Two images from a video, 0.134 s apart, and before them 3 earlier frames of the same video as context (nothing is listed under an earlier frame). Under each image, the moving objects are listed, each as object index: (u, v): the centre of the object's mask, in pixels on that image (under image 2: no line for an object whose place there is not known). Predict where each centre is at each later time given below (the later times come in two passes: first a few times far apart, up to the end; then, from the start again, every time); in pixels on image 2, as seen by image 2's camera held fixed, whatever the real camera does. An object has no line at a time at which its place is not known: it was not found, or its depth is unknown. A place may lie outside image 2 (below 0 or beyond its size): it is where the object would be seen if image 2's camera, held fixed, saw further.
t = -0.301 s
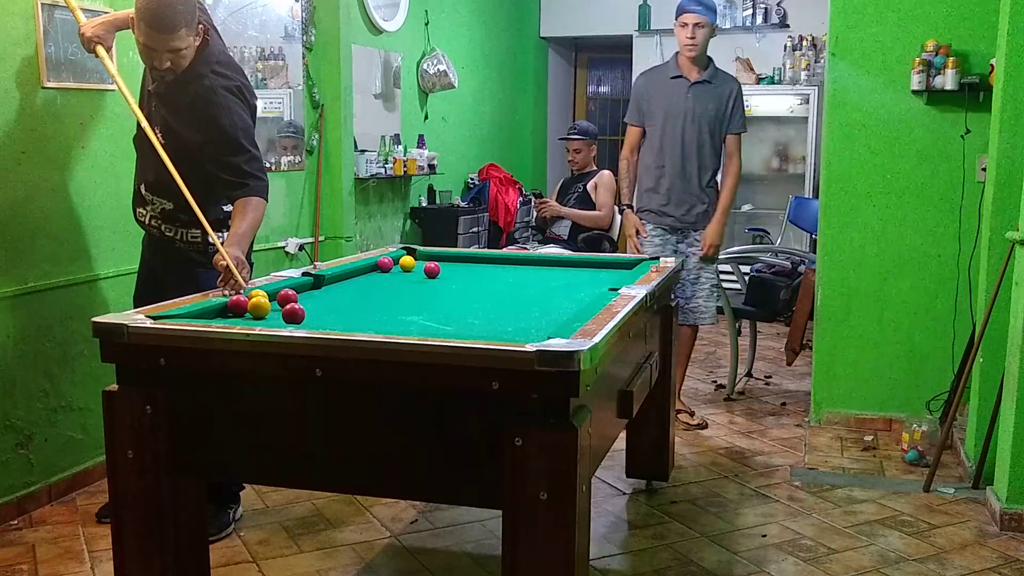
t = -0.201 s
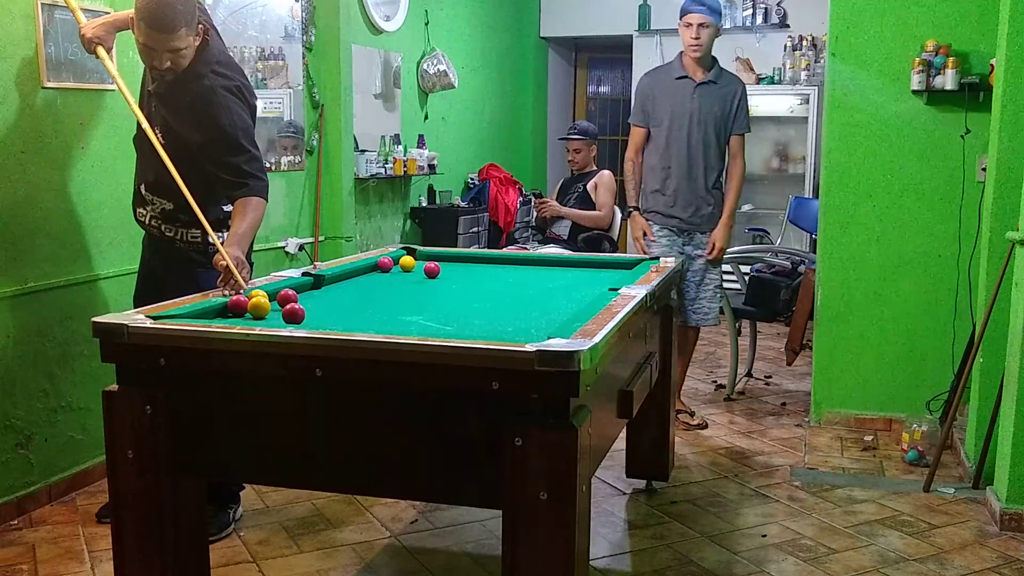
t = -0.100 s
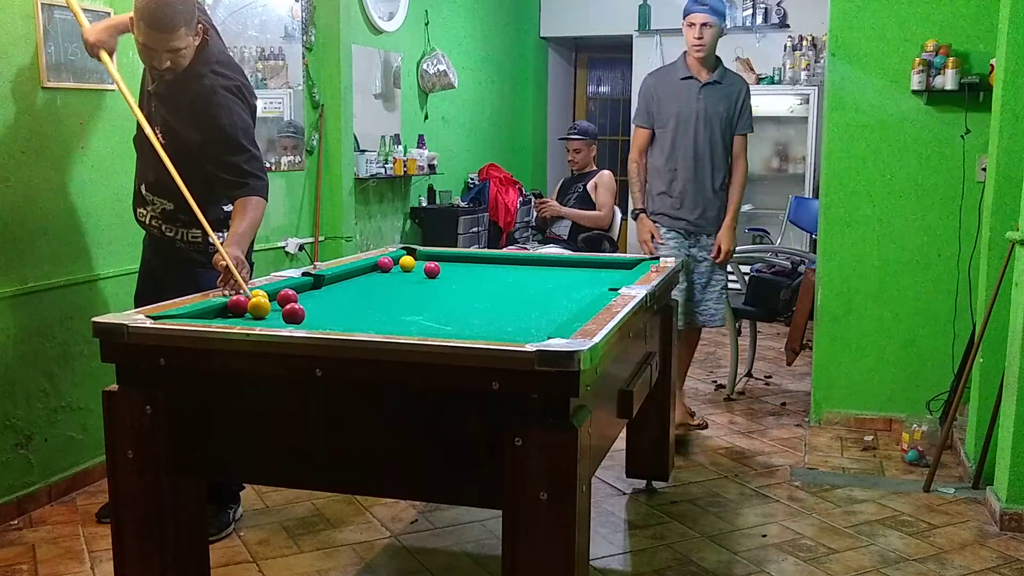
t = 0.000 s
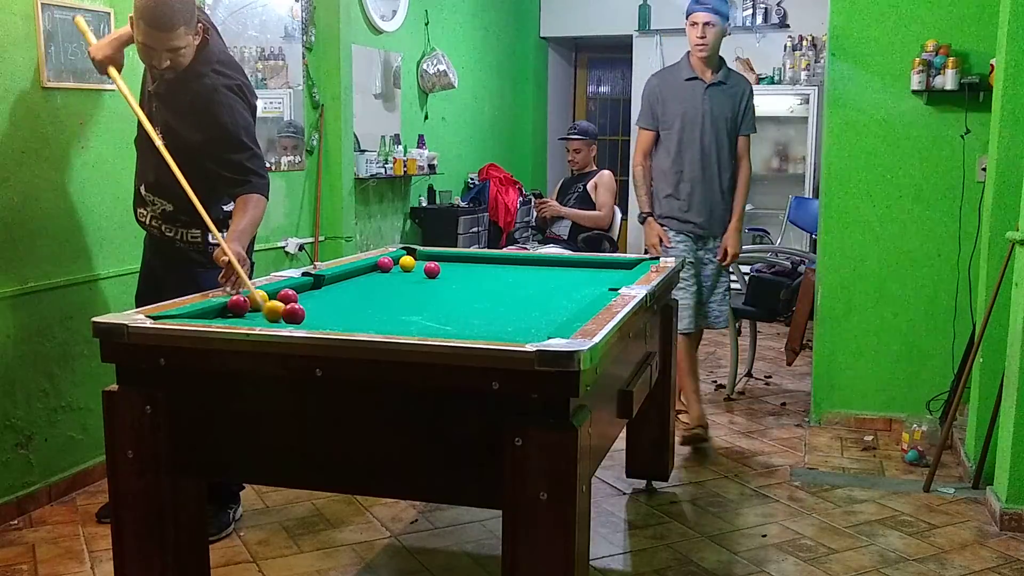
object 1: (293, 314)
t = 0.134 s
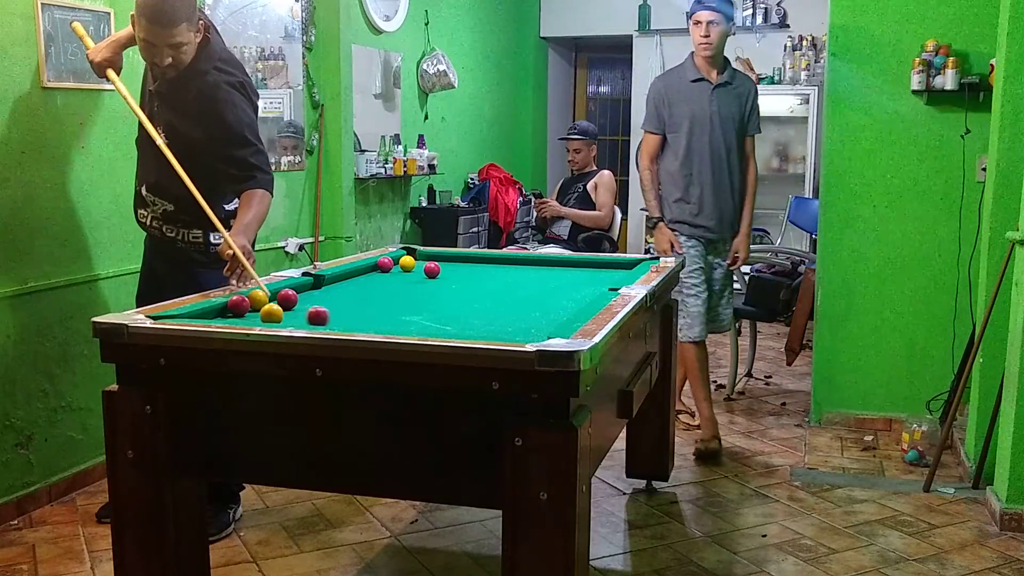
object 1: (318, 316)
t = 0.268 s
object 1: (341, 318)
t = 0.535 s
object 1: (387, 322)
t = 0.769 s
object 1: (427, 326)
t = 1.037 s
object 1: (473, 330)
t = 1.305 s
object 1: (517, 333)
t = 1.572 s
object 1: (516, 334)
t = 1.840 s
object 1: (500, 332)
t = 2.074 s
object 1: (489, 331)
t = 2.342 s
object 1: (480, 330)
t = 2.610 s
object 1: (473, 329)
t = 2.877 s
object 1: (466, 329)
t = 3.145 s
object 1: (463, 328)
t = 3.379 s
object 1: (463, 328)
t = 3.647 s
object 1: (463, 328)
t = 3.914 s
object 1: (464, 328)
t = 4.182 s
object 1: (464, 328)
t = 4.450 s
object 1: (464, 328)
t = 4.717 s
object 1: (464, 328)
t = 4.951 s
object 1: (464, 328)
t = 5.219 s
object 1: (464, 328)
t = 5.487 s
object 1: (464, 328)
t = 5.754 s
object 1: (464, 328)
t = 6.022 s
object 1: (464, 328)
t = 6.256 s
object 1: (464, 328)
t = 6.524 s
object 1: (464, 328)
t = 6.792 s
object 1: (464, 328)
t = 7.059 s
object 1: (464, 328)
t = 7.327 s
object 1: (464, 328)
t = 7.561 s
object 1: (464, 328)
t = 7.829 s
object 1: (464, 328)
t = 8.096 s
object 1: (464, 328)
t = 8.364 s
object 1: (464, 328)
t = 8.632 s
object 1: (464, 328)
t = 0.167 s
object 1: (324, 317)
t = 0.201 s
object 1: (329, 317)
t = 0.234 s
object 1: (335, 318)
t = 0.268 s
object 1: (341, 318)
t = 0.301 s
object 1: (347, 319)
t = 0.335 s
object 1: (353, 319)
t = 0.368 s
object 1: (358, 320)
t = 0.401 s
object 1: (364, 320)
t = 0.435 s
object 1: (370, 321)
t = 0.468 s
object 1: (375, 321)
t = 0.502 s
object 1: (381, 322)
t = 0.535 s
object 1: (387, 322)
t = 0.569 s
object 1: (393, 323)
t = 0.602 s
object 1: (398, 324)
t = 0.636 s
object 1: (404, 324)
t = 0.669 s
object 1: (410, 325)
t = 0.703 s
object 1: (416, 325)
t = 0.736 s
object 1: (421, 326)
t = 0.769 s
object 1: (427, 326)
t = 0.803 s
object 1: (433, 327)
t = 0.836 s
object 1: (439, 327)
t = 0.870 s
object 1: (444, 328)
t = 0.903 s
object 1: (450, 328)
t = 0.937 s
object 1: (456, 329)
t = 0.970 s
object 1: (461, 329)
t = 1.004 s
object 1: (467, 330)
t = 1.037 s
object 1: (473, 330)
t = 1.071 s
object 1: (478, 331)
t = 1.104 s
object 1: (484, 331)
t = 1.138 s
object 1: (490, 331)
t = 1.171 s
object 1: (495, 332)
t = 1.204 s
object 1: (500, 332)
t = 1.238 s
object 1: (506, 333)
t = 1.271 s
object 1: (512, 333)
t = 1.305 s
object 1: (517, 333)
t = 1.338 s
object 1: (522, 334)
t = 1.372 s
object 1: (527, 335)
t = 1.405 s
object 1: (533, 335)
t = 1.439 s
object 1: (530, 335)
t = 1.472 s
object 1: (527, 335)
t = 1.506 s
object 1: (523, 335)
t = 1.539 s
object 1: (519, 334)
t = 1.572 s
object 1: (516, 334)
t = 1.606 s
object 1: (512, 334)
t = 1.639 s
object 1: (510, 333)
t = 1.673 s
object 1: (509, 333)
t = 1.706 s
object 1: (507, 333)
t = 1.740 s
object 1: (505, 333)
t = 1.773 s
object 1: (503, 332)
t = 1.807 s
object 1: (502, 332)
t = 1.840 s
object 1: (500, 332)
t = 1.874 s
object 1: (499, 332)
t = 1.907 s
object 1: (497, 332)
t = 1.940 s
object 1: (495, 331)
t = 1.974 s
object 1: (494, 331)
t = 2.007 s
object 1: (492, 331)
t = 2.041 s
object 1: (491, 331)
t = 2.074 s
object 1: (489, 331)
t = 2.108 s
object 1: (488, 331)
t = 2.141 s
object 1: (486, 331)
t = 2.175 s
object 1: (485, 331)
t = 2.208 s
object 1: (484, 330)
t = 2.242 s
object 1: (483, 330)
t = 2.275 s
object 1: (482, 330)
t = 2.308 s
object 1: (481, 330)
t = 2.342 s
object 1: (480, 330)
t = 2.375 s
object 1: (479, 330)
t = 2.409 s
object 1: (478, 330)
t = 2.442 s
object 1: (477, 329)
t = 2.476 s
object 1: (476, 329)
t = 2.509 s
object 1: (475, 329)
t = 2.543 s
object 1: (474, 329)
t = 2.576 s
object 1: (474, 329)
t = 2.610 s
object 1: (473, 329)
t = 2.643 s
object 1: (472, 329)
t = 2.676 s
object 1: (471, 329)
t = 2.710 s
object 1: (470, 329)
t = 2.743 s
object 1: (469, 329)
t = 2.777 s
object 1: (468, 329)
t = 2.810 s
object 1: (468, 329)
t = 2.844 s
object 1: (467, 329)
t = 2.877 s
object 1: (466, 329)
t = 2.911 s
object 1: (466, 328)
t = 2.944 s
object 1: (465, 328)
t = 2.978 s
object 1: (465, 328)
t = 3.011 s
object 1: (464, 328)
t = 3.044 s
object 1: (464, 328)
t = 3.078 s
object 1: (464, 328)
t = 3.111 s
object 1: (463, 328)
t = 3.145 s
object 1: (463, 328)
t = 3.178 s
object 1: (463, 328)
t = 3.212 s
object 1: (463, 328)
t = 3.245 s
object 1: (463, 328)
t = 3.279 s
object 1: (463, 328)
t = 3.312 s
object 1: (463, 328)
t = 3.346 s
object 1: (463, 328)
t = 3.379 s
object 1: (463, 328)
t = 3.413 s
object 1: (463, 328)
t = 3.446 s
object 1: (463, 328)
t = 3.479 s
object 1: (463, 328)
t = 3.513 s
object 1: (463, 328)
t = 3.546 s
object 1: (463, 328)
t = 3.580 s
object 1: (463, 328)
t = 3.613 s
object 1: (463, 328)
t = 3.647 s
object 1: (463, 328)
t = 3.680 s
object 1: (463, 328)
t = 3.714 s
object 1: (463, 328)
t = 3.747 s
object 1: (464, 328)
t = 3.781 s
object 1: (464, 328)
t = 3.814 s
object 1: (464, 328)
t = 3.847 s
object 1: (464, 328)
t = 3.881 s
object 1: (464, 328)
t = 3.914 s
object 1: (464, 328)
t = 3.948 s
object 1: (464, 328)
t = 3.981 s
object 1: (464, 328)
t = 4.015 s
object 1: (464, 328)
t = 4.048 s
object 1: (464, 328)
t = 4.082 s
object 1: (464, 328)
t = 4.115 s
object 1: (464, 328)
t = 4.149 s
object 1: (464, 328)
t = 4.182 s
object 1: (464, 328)
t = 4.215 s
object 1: (464, 328)
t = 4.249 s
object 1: (464, 328)
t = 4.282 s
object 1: (464, 328)
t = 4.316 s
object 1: (464, 328)
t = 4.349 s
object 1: (464, 328)
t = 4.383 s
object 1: (464, 328)
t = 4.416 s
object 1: (464, 328)
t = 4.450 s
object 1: (464, 328)
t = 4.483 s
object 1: (464, 328)
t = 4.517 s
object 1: (464, 328)
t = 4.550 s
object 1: (464, 328)
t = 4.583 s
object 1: (464, 328)
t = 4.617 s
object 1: (464, 328)
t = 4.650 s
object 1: (464, 328)
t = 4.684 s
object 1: (464, 328)
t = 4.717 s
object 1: (464, 328)
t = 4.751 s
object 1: (464, 328)
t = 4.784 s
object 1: (464, 328)
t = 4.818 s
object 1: (464, 328)
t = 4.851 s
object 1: (464, 328)
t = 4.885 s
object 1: (464, 328)
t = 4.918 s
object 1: (464, 328)
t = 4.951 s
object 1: (464, 328)
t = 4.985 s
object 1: (464, 328)
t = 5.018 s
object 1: (464, 328)
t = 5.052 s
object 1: (464, 328)
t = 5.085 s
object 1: (464, 328)
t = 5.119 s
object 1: (464, 328)
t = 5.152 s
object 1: (464, 328)
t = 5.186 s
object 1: (464, 328)
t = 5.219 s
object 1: (464, 328)
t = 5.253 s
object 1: (464, 328)
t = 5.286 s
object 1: (464, 328)
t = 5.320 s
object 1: (464, 328)
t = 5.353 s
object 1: (464, 328)
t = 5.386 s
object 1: (464, 328)
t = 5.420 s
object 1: (464, 328)
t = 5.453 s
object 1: (464, 328)
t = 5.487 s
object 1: (464, 328)
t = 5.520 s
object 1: (464, 328)
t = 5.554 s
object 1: (464, 328)
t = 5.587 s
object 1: (464, 328)
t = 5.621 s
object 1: (464, 328)
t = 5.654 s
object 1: (464, 328)
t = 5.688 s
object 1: (464, 328)
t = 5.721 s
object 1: (464, 328)
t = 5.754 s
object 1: (464, 328)
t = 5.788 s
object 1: (464, 328)
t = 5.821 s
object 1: (464, 328)
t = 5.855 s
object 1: (464, 328)
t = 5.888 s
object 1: (464, 328)
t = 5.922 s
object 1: (464, 328)
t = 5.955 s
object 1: (464, 328)
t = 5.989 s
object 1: (464, 328)
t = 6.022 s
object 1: (464, 328)
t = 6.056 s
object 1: (464, 328)
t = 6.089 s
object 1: (464, 328)
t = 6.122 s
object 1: (464, 328)
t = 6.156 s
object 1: (464, 328)
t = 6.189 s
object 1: (464, 328)
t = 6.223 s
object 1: (464, 328)
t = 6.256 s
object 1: (464, 328)
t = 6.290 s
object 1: (464, 328)
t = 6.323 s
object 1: (464, 328)
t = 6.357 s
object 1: (464, 328)
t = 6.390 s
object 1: (464, 328)
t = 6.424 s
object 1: (464, 328)
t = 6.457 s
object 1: (464, 328)
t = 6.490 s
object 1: (464, 328)
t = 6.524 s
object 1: (464, 328)
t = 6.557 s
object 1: (464, 328)
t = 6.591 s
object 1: (464, 328)
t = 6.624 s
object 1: (464, 328)
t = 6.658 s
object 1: (464, 328)
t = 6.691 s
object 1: (464, 328)
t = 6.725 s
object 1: (464, 328)
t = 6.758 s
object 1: (464, 328)
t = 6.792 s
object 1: (464, 328)
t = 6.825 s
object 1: (464, 328)
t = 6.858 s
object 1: (464, 328)
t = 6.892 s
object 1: (464, 328)
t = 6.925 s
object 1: (464, 328)
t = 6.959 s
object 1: (464, 328)
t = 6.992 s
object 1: (464, 328)
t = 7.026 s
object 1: (464, 328)
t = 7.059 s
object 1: (464, 328)
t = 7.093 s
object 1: (464, 328)
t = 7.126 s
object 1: (464, 328)
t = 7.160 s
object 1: (464, 328)
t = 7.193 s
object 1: (464, 328)
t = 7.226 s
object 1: (464, 328)
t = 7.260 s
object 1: (464, 328)
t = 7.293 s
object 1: (464, 328)
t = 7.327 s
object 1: (464, 328)
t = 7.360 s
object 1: (464, 328)
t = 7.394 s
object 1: (464, 328)
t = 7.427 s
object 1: (464, 328)
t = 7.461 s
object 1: (464, 328)
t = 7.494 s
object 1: (464, 328)
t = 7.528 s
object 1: (464, 328)
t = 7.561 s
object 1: (464, 328)
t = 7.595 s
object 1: (464, 328)
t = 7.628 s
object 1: (464, 328)
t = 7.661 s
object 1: (464, 328)
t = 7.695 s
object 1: (464, 328)
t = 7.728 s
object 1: (464, 328)
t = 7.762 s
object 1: (464, 328)
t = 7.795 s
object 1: (464, 328)
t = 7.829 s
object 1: (464, 328)
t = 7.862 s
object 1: (464, 328)
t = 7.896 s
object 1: (464, 328)
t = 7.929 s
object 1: (464, 328)
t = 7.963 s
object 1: (464, 328)
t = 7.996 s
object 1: (464, 328)
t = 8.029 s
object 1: (464, 328)
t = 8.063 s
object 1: (464, 328)
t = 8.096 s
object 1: (464, 328)
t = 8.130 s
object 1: (464, 328)
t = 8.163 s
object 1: (464, 328)
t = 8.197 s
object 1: (464, 328)
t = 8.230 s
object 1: (464, 328)
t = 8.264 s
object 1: (464, 328)
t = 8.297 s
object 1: (464, 328)
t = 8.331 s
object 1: (464, 328)
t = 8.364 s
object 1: (464, 328)
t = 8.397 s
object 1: (464, 328)
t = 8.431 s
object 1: (464, 328)
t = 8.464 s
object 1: (464, 328)
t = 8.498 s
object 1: (464, 328)
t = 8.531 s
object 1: (464, 328)
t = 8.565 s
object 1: (464, 328)
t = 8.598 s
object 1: (464, 328)
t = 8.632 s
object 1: (464, 328)
